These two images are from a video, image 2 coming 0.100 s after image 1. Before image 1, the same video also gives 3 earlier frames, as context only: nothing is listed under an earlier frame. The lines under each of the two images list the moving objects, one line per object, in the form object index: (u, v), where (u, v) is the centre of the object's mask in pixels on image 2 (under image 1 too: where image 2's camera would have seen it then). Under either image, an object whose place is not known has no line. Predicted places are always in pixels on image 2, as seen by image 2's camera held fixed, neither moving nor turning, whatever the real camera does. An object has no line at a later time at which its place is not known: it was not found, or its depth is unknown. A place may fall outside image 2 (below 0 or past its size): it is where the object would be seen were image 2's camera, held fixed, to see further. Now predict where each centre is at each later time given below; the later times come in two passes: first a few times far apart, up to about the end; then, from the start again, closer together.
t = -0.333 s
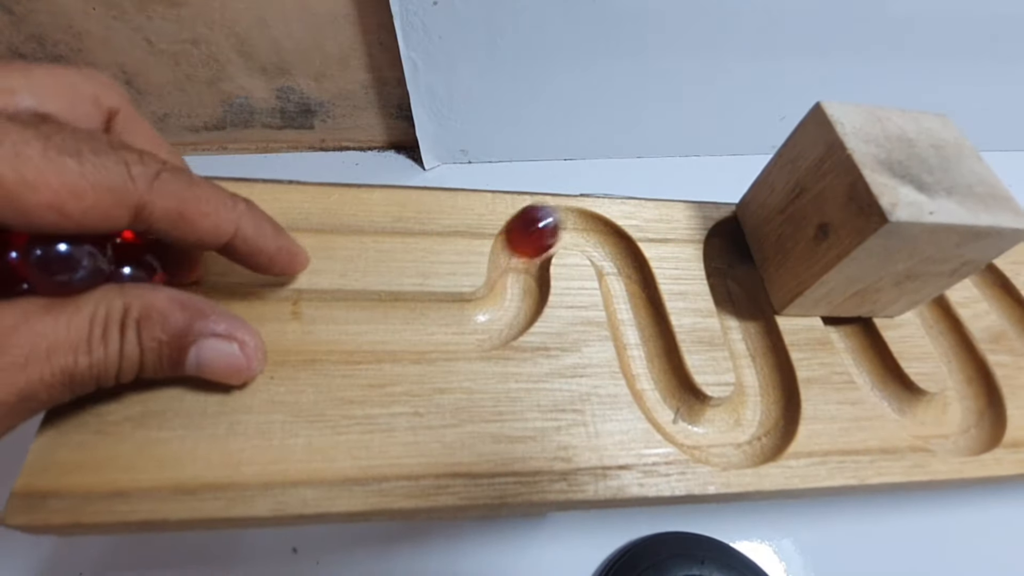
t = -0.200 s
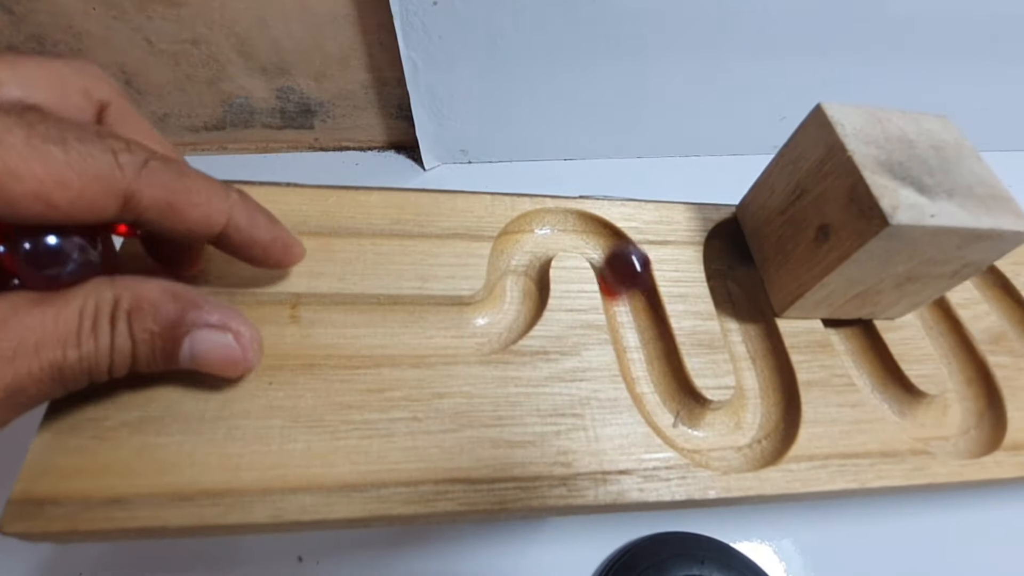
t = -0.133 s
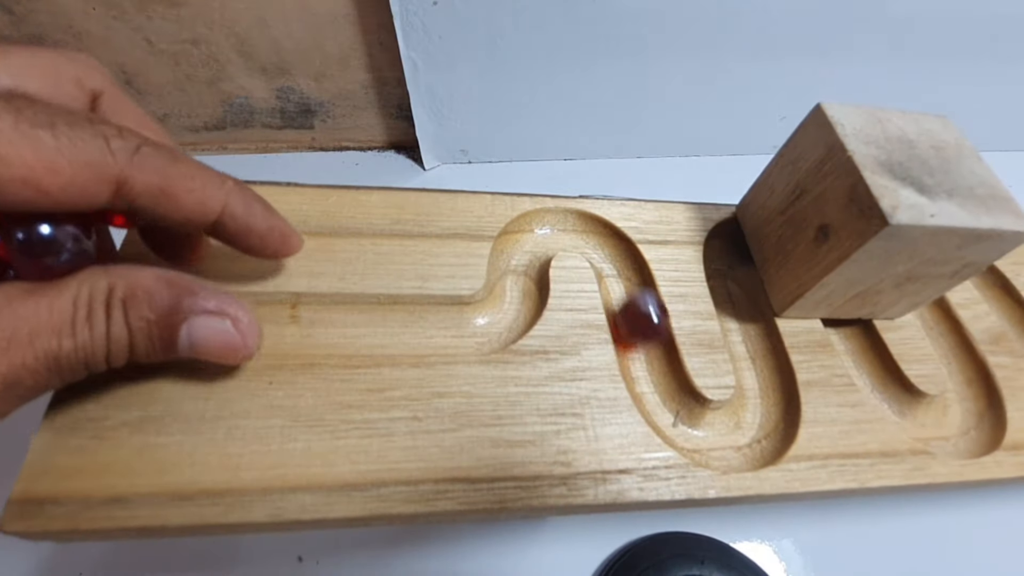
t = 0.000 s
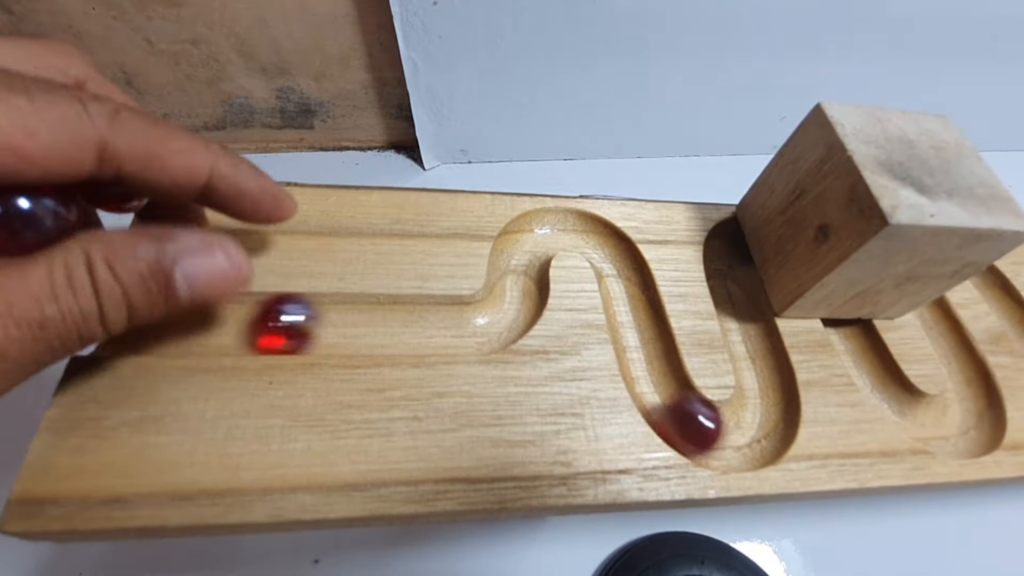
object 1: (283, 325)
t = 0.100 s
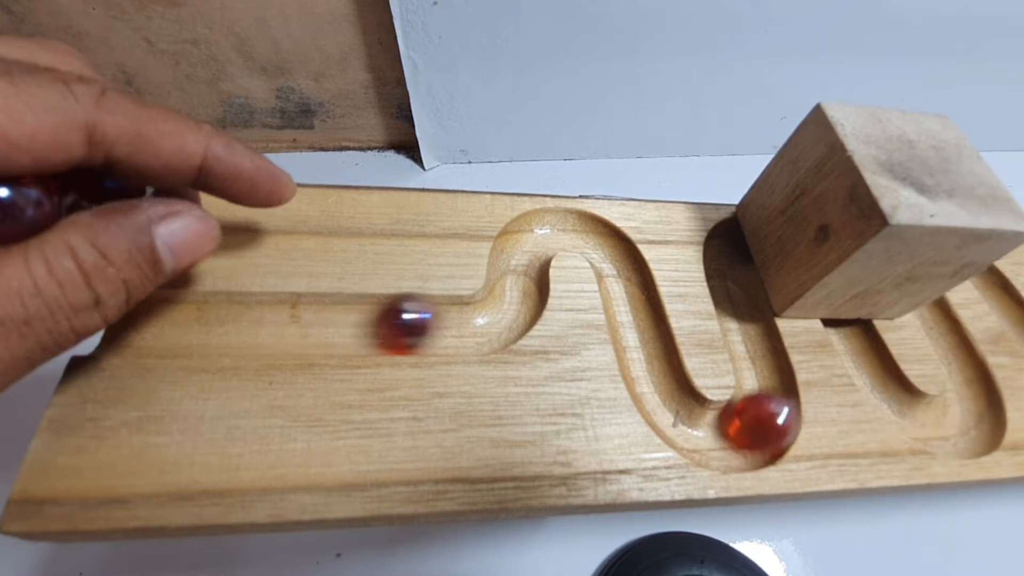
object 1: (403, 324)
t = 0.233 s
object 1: (518, 263)
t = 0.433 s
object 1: (628, 281)
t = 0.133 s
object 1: (451, 323)
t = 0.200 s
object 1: (518, 292)
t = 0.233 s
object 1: (518, 263)
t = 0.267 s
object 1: (523, 241)
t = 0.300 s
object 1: (543, 229)
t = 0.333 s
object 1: (571, 229)
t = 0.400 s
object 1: (619, 260)
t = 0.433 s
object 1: (628, 281)
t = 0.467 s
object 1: (635, 305)
